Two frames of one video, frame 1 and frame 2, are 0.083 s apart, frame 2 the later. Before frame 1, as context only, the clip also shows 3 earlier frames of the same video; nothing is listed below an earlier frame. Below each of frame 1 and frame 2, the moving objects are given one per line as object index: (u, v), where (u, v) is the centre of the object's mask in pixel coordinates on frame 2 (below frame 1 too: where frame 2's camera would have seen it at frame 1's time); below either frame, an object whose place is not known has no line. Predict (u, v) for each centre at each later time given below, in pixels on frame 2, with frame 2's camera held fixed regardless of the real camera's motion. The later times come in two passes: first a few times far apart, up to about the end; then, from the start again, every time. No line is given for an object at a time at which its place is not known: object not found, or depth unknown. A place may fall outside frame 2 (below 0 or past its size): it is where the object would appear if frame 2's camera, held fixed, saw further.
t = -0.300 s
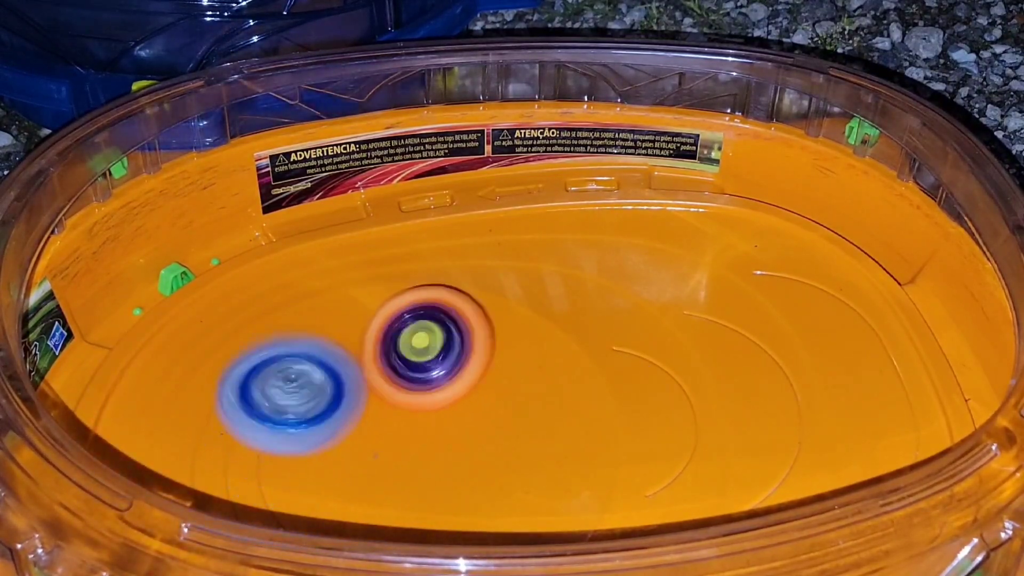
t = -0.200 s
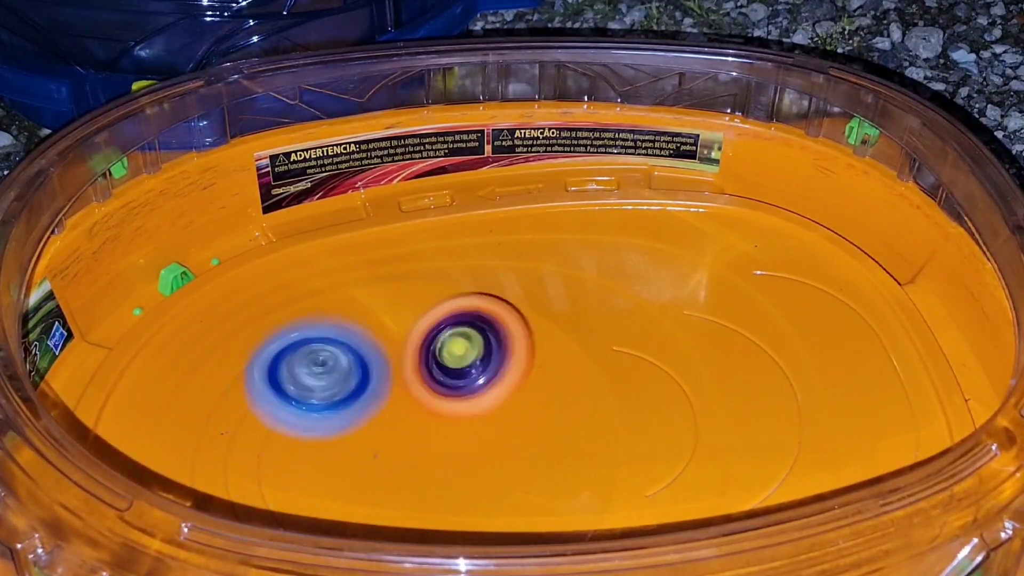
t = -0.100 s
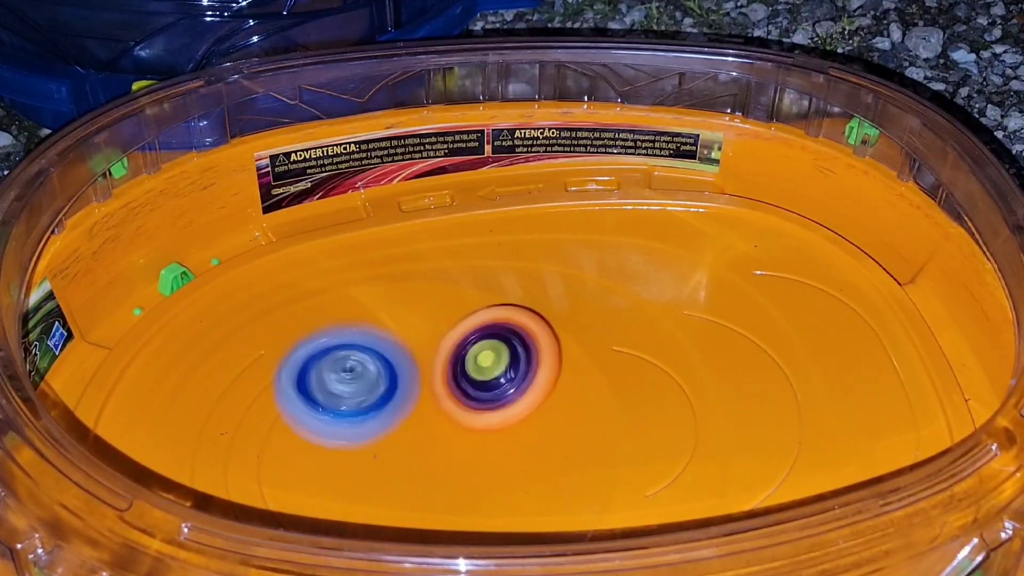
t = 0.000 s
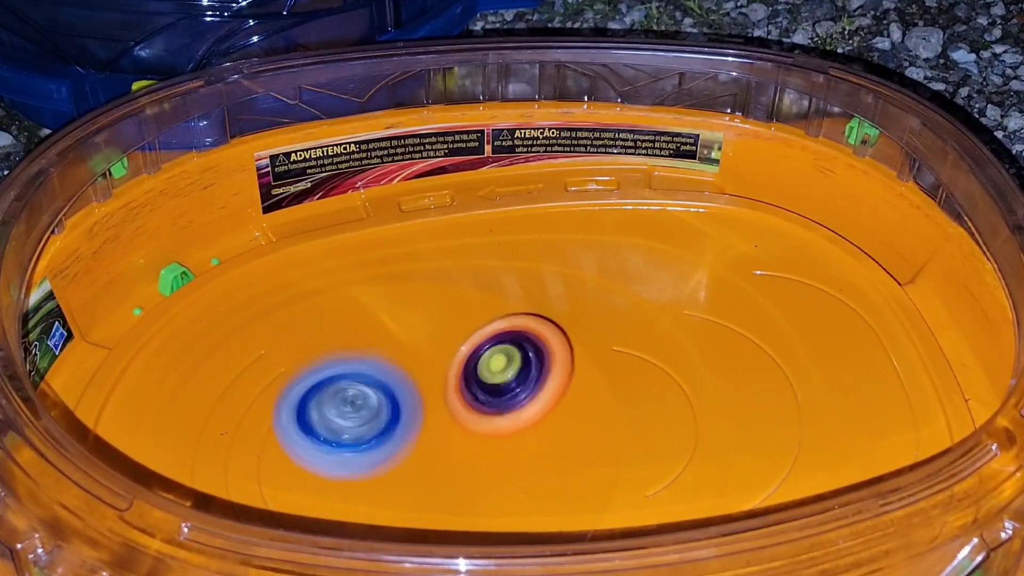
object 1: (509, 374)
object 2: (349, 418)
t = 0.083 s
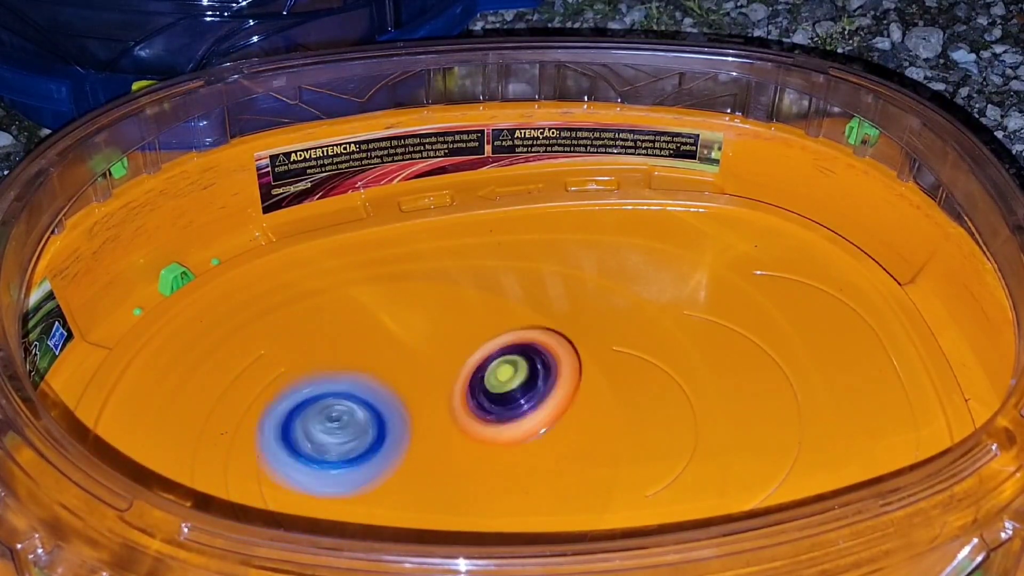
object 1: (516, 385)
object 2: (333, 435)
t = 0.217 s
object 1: (516, 414)
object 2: (308, 444)
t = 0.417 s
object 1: (496, 452)
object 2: (341, 429)
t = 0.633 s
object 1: (543, 487)
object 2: (358, 414)
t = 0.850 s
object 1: (553, 490)
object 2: (362, 426)
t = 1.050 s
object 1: (540, 481)
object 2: (365, 392)
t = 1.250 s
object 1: (538, 460)
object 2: (400, 396)
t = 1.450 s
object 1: (570, 456)
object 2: (369, 420)
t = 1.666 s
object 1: (549, 427)
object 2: (346, 409)
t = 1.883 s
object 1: (530, 395)
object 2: (375, 416)
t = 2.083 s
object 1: (512, 366)
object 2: (367, 435)
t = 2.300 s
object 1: (487, 343)
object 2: (362, 429)
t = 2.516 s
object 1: (495, 294)
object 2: (366, 437)
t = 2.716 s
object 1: (485, 282)
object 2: (365, 439)
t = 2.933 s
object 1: (470, 287)
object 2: (393, 424)
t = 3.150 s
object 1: (438, 314)
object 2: (436, 433)
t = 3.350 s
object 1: (391, 326)
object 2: (407, 445)
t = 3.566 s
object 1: (330, 282)
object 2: (388, 440)
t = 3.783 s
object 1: (308, 278)
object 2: (391, 423)
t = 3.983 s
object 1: (307, 290)
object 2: (431, 410)
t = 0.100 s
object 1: (516, 389)
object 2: (329, 439)
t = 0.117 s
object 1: (518, 392)
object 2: (325, 441)
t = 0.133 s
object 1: (517, 395)
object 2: (322, 442)
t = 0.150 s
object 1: (519, 398)
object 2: (317, 443)
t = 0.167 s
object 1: (519, 402)
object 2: (315, 444)
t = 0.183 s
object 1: (518, 407)
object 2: (311, 444)
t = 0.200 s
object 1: (518, 410)
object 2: (310, 444)
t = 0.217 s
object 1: (516, 414)
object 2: (308, 444)
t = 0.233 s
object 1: (516, 418)
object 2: (309, 442)
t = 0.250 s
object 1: (513, 422)
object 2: (307, 440)
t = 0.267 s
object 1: (511, 426)
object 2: (308, 438)
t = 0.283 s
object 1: (509, 429)
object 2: (309, 437)
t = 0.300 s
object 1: (507, 433)
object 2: (312, 434)
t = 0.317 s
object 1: (507, 435)
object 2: (314, 432)
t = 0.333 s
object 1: (505, 438)
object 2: (317, 431)
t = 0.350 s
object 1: (505, 440)
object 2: (320, 431)
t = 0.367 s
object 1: (504, 443)
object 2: (326, 429)
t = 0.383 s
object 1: (501, 445)
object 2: (330, 428)
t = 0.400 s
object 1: (500, 449)
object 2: (336, 427)
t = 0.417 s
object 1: (496, 452)
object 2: (341, 429)
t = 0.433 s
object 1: (492, 456)
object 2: (348, 429)
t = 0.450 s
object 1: (500, 461)
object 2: (346, 427)
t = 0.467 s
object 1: (518, 466)
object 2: (341, 424)
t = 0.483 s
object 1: (532, 472)
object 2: (338, 423)
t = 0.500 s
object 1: (543, 478)
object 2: (337, 421)
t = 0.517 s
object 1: (550, 480)
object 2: (336, 420)
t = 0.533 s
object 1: (552, 484)
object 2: (338, 418)
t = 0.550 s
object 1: (554, 486)
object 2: (340, 418)
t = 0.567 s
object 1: (552, 487)
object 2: (343, 416)
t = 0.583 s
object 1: (551, 488)
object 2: (345, 416)
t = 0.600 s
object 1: (548, 488)
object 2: (350, 414)
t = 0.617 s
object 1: (547, 488)
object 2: (353, 415)
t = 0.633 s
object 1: (543, 487)
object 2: (358, 414)
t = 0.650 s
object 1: (541, 486)
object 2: (362, 415)
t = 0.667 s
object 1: (538, 485)
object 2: (368, 416)
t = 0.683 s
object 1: (535, 485)
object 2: (371, 417)
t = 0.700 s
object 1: (533, 484)
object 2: (375, 418)
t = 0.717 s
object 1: (528, 483)
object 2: (378, 422)
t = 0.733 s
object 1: (526, 482)
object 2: (382, 424)
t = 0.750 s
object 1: (520, 480)
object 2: (384, 426)
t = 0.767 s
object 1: (517, 479)
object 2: (387, 428)
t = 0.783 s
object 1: (517, 478)
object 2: (386, 430)
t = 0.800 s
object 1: (531, 482)
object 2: (381, 430)
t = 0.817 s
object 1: (541, 485)
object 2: (372, 430)
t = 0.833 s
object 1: (549, 488)
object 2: (368, 428)
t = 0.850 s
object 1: (553, 490)
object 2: (362, 426)
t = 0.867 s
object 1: (553, 491)
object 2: (359, 424)
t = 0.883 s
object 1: (552, 492)
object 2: (355, 422)
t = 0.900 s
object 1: (550, 492)
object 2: (354, 419)
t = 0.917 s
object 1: (549, 492)
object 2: (351, 415)
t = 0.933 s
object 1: (548, 490)
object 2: (351, 412)
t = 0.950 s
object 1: (547, 490)
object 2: (351, 408)
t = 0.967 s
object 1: (546, 488)
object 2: (351, 405)
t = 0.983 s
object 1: (545, 488)
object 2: (353, 402)
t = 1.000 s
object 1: (545, 485)
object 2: (355, 400)
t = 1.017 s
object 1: (544, 485)
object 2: (359, 396)
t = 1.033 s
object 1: (543, 483)
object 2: (361, 394)
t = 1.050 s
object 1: (540, 481)
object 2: (365, 392)
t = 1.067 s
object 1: (539, 479)
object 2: (368, 392)
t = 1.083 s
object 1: (536, 477)
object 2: (373, 390)
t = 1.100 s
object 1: (534, 475)
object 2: (375, 389)
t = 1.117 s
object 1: (531, 473)
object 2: (379, 389)
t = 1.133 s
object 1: (529, 470)
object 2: (383, 390)
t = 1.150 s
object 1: (526, 468)
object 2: (388, 391)
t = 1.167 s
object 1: (523, 465)
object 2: (390, 391)
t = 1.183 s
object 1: (520, 463)
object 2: (395, 392)
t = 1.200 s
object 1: (518, 461)
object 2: (399, 394)
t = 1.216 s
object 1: (514, 458)
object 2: (402, 396)
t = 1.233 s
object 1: (522, 454)
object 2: (402, 396)
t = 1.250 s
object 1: (538, 460)
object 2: (400, 396)
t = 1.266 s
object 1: (549, 463)
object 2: (398, 396)
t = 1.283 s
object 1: (557, 464)
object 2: (395, 398)
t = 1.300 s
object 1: (566, 466)
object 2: (394, 400)
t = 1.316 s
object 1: (572, 471)
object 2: (391, 404)
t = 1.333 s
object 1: (575, 470)
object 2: (390, 407)
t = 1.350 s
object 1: (575, 466)
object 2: (386, 410)
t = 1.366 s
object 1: (576, 468)
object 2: (384, 412)
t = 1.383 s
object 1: (575, 464)
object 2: (382, 414)
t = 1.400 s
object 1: (576, 464)
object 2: (379, 417)
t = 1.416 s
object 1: (573, 461)
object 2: (376, 418)
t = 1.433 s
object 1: (573, 460)
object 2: (371, 419)
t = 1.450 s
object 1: (570, 456)
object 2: (369, 420)
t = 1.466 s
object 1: (569, 455)
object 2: (364, 421)
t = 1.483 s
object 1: (567, 450)
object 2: (361, 421)
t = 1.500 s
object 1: (566, 449)
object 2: (358, 421)
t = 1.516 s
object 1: (563, 445)
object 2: (355, 422)
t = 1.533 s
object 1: (562, 444)
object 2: (353, 420)
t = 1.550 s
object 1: (560, 440)
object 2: (348, 420)
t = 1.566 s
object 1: (559, 439)
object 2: (347, 418)
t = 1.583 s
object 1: (557, 436)
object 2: (345, 417)
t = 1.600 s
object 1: (556, 435)
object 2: (346, 415)
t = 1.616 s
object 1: (554, 432)
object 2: (345, 412)
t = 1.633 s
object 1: (553, 431)
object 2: (345, 411)
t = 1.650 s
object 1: (550, 428)
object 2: (346, 410)
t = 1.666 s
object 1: (549, 427)
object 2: (346, 409)
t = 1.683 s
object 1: (546, 424)
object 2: (349, 407)
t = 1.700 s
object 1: (544, 423)
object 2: (350, 405)
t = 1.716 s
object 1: (541, 420)
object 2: (353, 405)
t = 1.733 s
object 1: (539, 419)
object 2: (355, 404)
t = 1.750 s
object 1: (536, 416)
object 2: (359, 405)
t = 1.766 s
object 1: (534, 415)
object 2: (363, 405)
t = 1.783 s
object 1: (530, 412)
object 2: (363, 406)
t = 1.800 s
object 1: (529, 411)
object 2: (366, 405)
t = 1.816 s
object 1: (525, 408)
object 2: (369, 407)
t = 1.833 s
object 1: (523, 406)
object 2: (374, 409)
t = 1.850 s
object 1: (525, 402)
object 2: (376, 411)
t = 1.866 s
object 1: (528, 398)
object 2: (375, 414)
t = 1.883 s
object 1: (530, 395)
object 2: (375, 416)
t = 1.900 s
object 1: (529, 392)
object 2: (373, 418)
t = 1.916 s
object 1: (529, 390)
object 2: (375, 419)
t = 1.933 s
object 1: (527, 387)
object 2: (373, 422)
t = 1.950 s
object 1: (526, 385)
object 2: (375, 426)
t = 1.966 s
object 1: (524, 382)
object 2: (376, 427)
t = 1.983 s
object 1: (523, 380)
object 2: (374, 428)
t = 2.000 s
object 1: (520, 377)
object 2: (374, 428)
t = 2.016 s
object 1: (519, 375)
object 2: (372, 431)
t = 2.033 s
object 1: (517, 372)
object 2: (372, 433)
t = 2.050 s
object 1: (516, 370)
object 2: (372, 434)
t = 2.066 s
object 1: (513, 368)
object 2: (369, 436)
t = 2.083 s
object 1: (512, 366)
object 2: (367, 435)
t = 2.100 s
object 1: (509, 363)
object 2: (364, 437)
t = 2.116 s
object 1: (508, 362)
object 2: (364, 438)
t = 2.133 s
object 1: (506, 359)
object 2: (364, 438)
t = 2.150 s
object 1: (505, 358)
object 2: (362, 439)
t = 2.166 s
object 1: (502, 356)
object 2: (360, 438)
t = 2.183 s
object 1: (501, 354)
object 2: (358, 437)
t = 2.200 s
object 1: (499, 352)
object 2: (359, 437)
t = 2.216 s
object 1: (497, 351)
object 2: (359, 435)
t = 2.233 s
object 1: (495, 349)
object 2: (357, 436)
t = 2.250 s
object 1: (494, 347)
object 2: (357, 434)
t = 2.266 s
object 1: (491, 346)
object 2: (357, 431)
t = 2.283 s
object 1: (489, 344)
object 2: (360, 431)
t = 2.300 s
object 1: (487, 343)
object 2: (362, 429)
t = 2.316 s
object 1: (485, 342)
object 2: (361, 429)
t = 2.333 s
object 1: (482, 340)
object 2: (363, 427)
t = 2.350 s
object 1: (480, 340)
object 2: (365, 425)
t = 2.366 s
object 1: (478, 339)
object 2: (370, 425)
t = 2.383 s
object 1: (477, 338)
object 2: (373, 425)
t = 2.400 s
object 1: (484, 328)
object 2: (371, 428)
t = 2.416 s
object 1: (491, 318)
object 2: (368, 430)
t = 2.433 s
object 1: (494, 312)
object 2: (368, 431)
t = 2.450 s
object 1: (494, 306)
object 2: (367, 432)
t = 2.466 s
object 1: (497, 302)
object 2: (366, 435)
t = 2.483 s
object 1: (497, 300)
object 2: (363, 436)
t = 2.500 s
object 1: (497, 297)
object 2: (364, 437)
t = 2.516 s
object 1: (495, 294)
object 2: (366, 437)
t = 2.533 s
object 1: (495, 292)
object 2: (363, 439)
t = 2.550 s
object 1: (494, 290)
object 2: (362, 439)
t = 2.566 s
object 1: (493, 288)
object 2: (361, 439)
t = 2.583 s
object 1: (492, 287)
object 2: (362, 440)
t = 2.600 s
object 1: (491, 285)
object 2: (362, 442)
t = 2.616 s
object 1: (491, 284)
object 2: (359, 441)
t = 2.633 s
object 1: (490, 283)
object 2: (361, 441)
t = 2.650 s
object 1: (489, 283)
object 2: (363, 440)
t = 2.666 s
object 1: (488, 282)
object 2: (361, 441)
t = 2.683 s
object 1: (487, 283)
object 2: (361, 440)
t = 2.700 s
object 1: (485, 282)
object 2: (363, 438)
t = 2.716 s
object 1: (485, 282)
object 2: (365, 439)
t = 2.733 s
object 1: (483, 282)
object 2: (366, 439)
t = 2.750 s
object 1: (482, 282)
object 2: (366, 436)
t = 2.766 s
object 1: (480, 282)
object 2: (369, 435)
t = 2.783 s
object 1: (480, 282)
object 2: (372, 434)
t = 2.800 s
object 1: (478, 282)
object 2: (370, 434)
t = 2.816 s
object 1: (478, 282)
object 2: (374, 431)
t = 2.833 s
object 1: (477, 282)
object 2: (378, 430)
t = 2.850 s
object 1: (476, 282)
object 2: (379, 431)
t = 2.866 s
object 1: (475, 284)
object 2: (380, 430)
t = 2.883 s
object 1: (474, 283)
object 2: (383, 427)
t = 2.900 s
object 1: (472, 285)
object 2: (389, 427)
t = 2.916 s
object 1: (471, 285)
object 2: (392, 427)
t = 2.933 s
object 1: (470, 287)
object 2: (393, 424)
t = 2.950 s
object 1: (468, 289)
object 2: (399, 424)
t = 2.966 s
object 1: (467, 290)
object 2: (404, 424)
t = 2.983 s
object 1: (464, 292)
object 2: (404, 424)
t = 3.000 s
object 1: (463, 294)
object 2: (410, 422)
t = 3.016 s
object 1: (460, 296)
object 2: (416, 422)
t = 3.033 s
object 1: (459, 298)
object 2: (418, 425)
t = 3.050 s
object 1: (455, 300)
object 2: (420, 424)
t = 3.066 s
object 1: (453, 302)
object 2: (424, 424)
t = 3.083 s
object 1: (450, 305)
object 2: (429, 427)
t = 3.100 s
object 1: (448, 307)
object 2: (429, 428)
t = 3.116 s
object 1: (445, 309)
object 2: (430, 429)
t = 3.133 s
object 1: (442, 311)
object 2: (434, 430)
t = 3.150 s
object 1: (438, 314)
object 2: (436, 433)
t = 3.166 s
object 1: (435, 317)
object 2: (433, 434)
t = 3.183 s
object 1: (431, 320)
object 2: (436, 435)
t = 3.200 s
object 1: (427, 322)
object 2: (438, 437)
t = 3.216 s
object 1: (425, 325)
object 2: (432, 440)
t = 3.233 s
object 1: (421, 326)
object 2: (431, 440)
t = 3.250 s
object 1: (419, 328)
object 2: (429, 440)
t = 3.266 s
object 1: (414, 327)
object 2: (426, 445)
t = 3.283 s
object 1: (409, 325)
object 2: (421, 446)
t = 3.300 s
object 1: (404, 325)
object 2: (418, 446)
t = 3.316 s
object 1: (400, 325)
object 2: (416, 448)
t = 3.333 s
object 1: (395, 326)
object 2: (411, 448)
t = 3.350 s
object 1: (391, 326)
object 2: (407, 445)
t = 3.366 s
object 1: (387, 327)
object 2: (405, 444)
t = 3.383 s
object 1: (384, 327)
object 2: (401, 443)
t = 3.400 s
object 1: (379, 327)
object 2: (395, 441)
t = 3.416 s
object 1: (376, 327)
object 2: (395, 439)
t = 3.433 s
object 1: (372, 320)
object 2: (393, 440)
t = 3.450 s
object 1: (365, 312)
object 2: (389, 439)
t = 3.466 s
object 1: (359, 304)
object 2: (391, 441)
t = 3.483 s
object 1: (354, 299)
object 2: (390, 443)
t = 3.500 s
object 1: (349, 293)
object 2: (387, 442)
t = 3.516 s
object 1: (346, 290)
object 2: (390, 442)
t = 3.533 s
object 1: (340, 286)
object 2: (390, 443)
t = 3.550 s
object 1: (337, 285)
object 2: (386, 441)
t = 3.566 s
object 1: (330, 282)
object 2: (388, 440)
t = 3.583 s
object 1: (327, 280)
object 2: (387, 441)
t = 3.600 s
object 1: (323, 279)
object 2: (384, 440)
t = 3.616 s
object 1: (320, 277)
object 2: (387, 439)
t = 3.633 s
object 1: (317, 277)
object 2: (387, 439)
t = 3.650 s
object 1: (315, 275)
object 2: (383, 436)
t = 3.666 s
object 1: (314, 275)
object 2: (385, 435)
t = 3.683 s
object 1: (312, 274)
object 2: (384, 434)
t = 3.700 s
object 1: (311, 274)
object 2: (382, 431)
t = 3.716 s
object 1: (309, 275)
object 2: (387, 430)
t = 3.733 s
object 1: (309, 274)
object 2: (387, 430)
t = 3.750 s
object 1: (309, 276)
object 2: (386, 426)
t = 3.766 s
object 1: (308, 276)
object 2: (390, 425)
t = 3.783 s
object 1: (308, 278)
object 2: (391, 423)
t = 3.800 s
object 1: (306, 279)
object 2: (392, 419)
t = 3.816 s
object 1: (307, 279)
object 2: (399, 418)
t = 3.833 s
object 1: (305, 280)
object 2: (400, 417)
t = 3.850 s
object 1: (305, 280)
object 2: (403, 414)
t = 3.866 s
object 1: (305, 282)
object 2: (410, 414)
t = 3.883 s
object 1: (304, 282)
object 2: (411, 412)
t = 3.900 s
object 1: (305, 283)
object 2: (415, 409)
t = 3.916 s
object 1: (305, 284)
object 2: (421, 410)
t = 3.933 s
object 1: (306, 284)
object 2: (422, 409)
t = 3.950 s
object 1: (305, 286)
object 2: (426, 408)
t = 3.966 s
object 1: (307, 287)
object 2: (431, 411)
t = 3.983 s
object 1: (307, 290)
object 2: (431, 410)
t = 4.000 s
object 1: (307, 291)
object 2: (435, 410)
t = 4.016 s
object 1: (310, 294)
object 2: (438, 414)
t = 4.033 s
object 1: (310, 296)
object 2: (438, 413)
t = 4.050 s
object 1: (312, 297)
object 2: (440, 415)
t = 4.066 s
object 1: (311, 301)
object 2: (441, 419)
